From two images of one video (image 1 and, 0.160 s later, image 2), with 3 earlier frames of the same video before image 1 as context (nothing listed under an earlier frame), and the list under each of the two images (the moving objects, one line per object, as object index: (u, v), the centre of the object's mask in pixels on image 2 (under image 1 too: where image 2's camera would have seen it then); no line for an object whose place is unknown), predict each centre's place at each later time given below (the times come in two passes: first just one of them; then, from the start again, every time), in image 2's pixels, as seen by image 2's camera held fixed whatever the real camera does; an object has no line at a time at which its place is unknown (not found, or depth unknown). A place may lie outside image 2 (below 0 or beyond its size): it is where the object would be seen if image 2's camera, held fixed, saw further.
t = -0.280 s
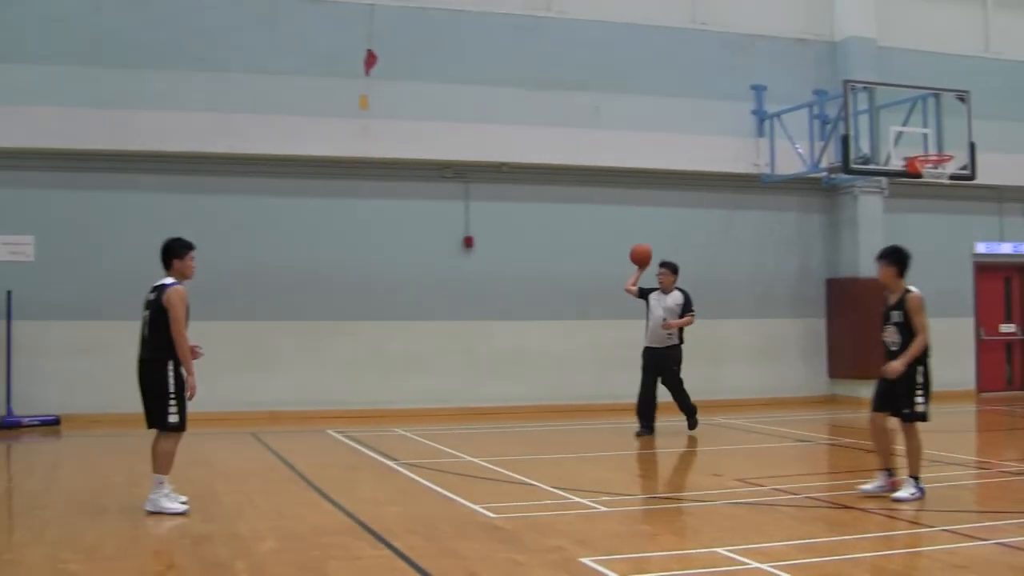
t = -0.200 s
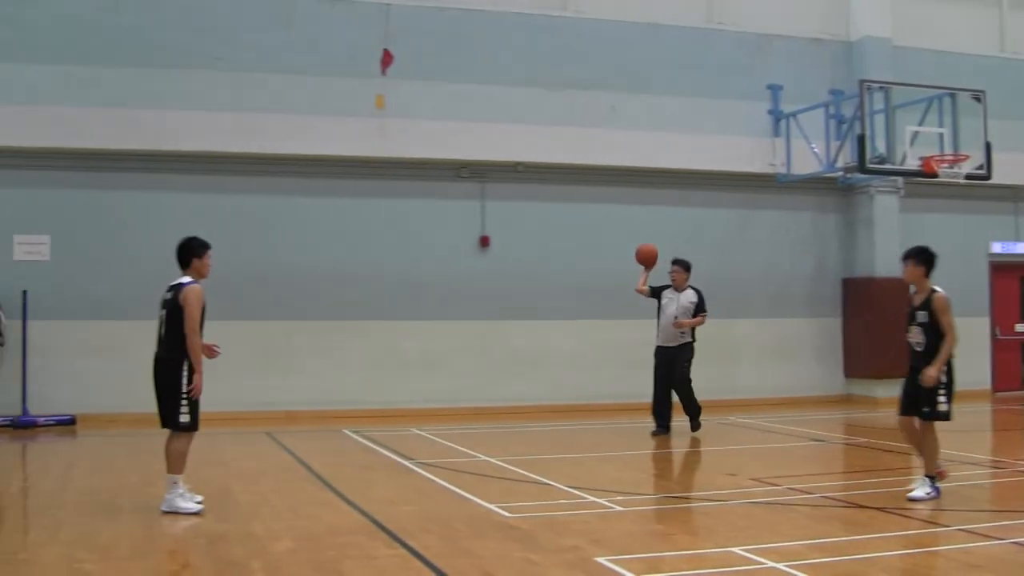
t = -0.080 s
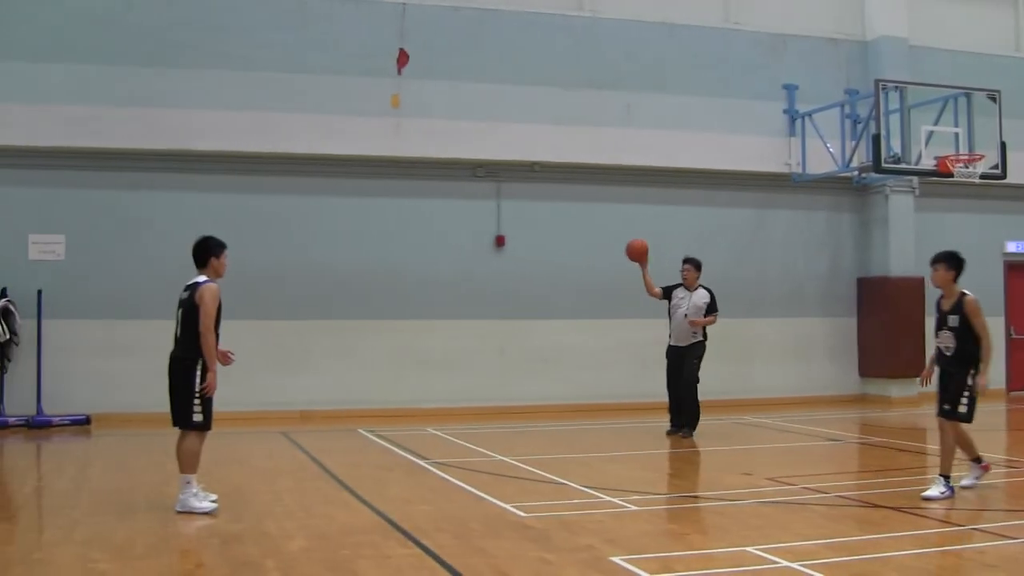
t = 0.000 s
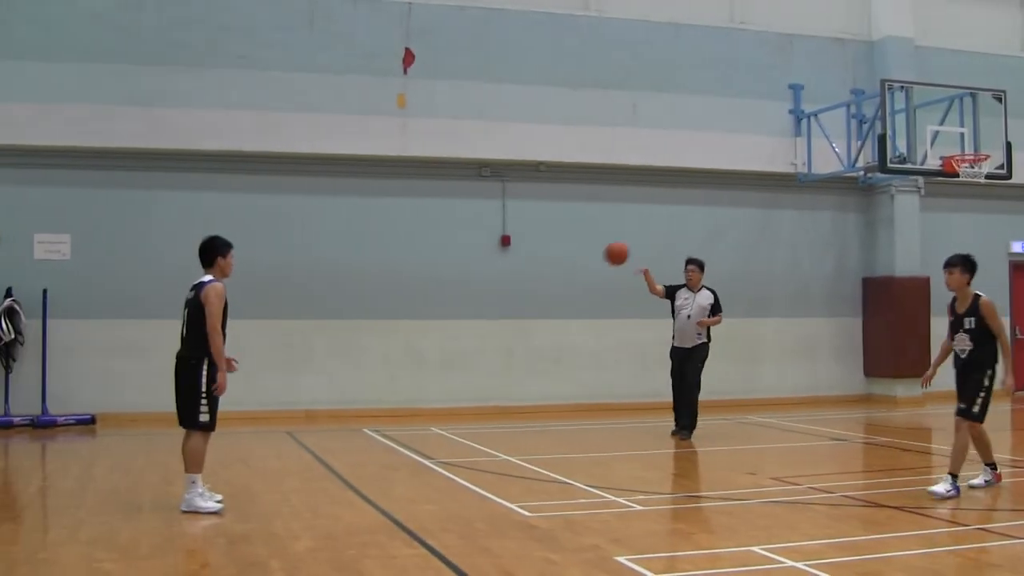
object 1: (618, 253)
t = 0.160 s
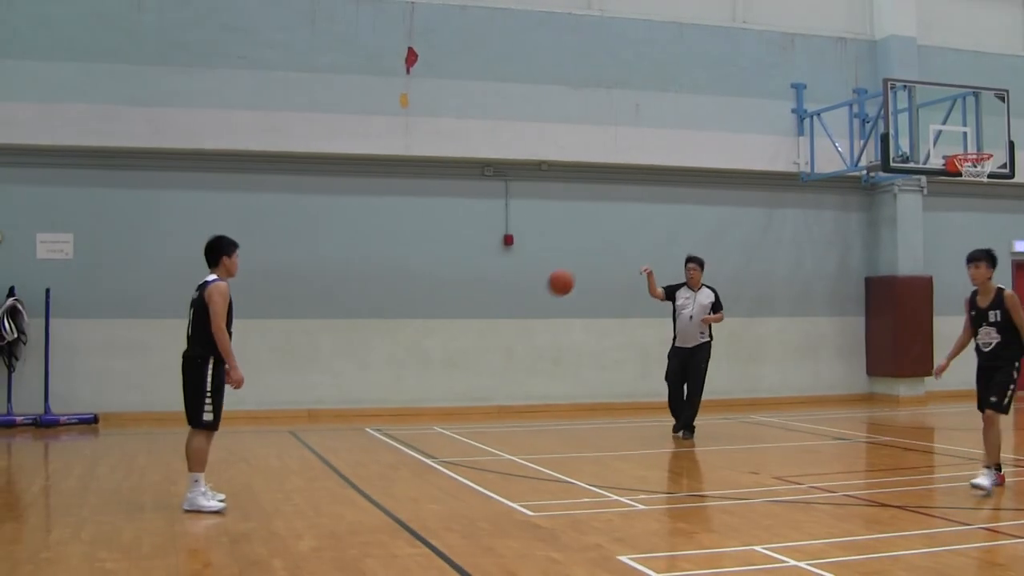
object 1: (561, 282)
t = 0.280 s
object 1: (510, 326)
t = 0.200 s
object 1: (545, 295)
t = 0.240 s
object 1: (527, 309)
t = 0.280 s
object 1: (510, 326)
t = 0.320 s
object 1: (492, 346)
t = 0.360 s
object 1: (473, 368)
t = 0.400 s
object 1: (453, 393)
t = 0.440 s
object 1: (433, 422)
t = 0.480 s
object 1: (411, 453)
